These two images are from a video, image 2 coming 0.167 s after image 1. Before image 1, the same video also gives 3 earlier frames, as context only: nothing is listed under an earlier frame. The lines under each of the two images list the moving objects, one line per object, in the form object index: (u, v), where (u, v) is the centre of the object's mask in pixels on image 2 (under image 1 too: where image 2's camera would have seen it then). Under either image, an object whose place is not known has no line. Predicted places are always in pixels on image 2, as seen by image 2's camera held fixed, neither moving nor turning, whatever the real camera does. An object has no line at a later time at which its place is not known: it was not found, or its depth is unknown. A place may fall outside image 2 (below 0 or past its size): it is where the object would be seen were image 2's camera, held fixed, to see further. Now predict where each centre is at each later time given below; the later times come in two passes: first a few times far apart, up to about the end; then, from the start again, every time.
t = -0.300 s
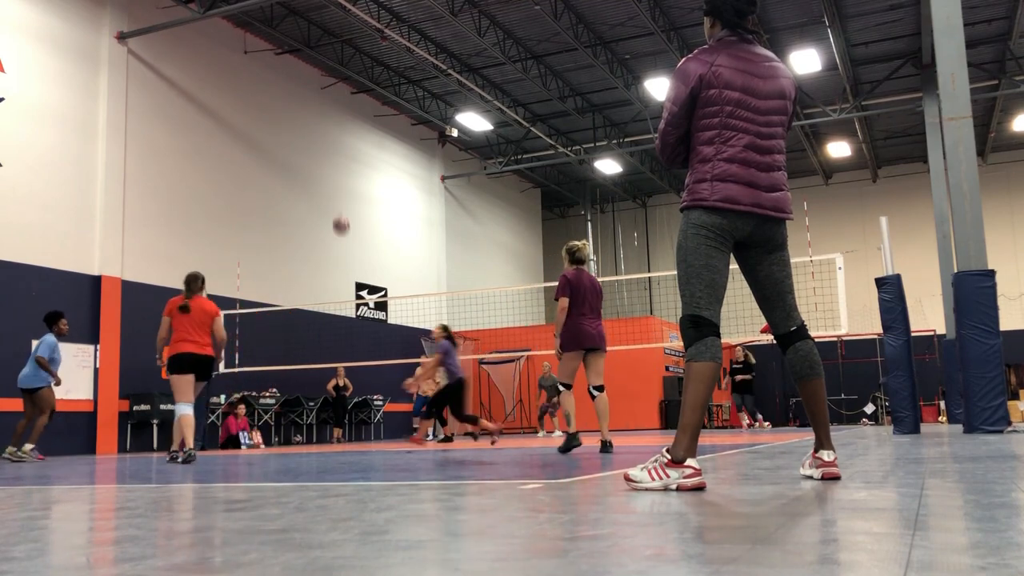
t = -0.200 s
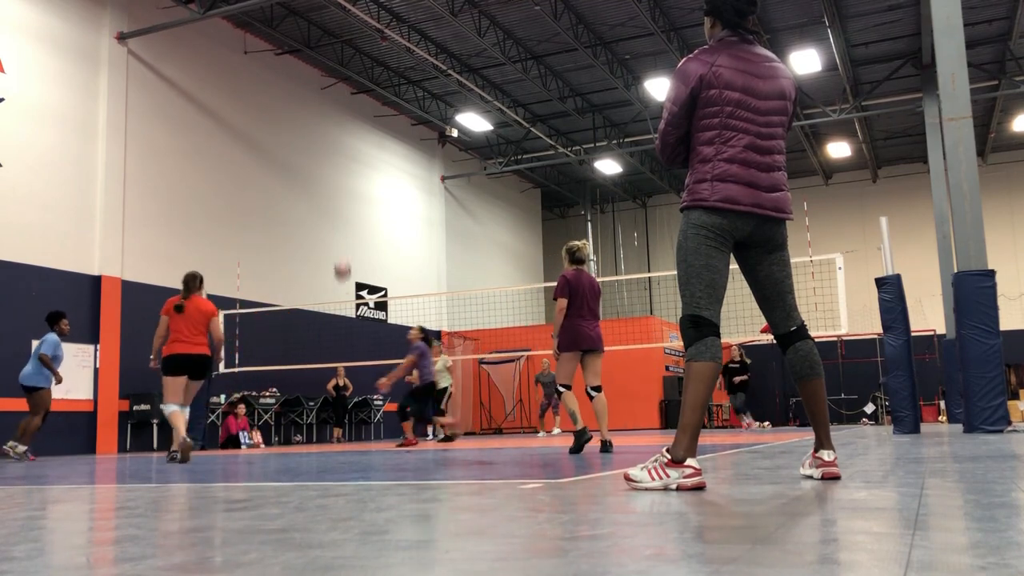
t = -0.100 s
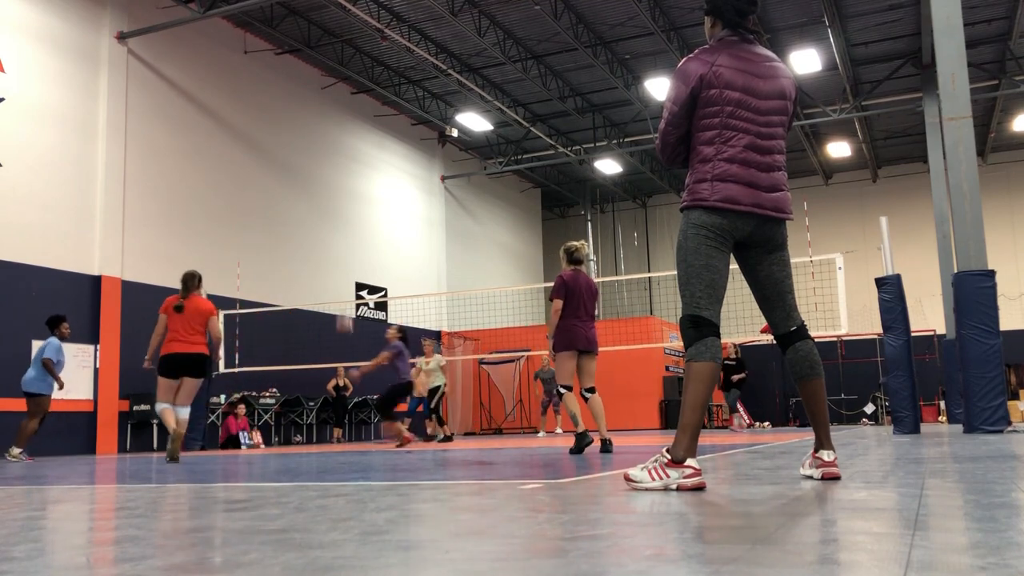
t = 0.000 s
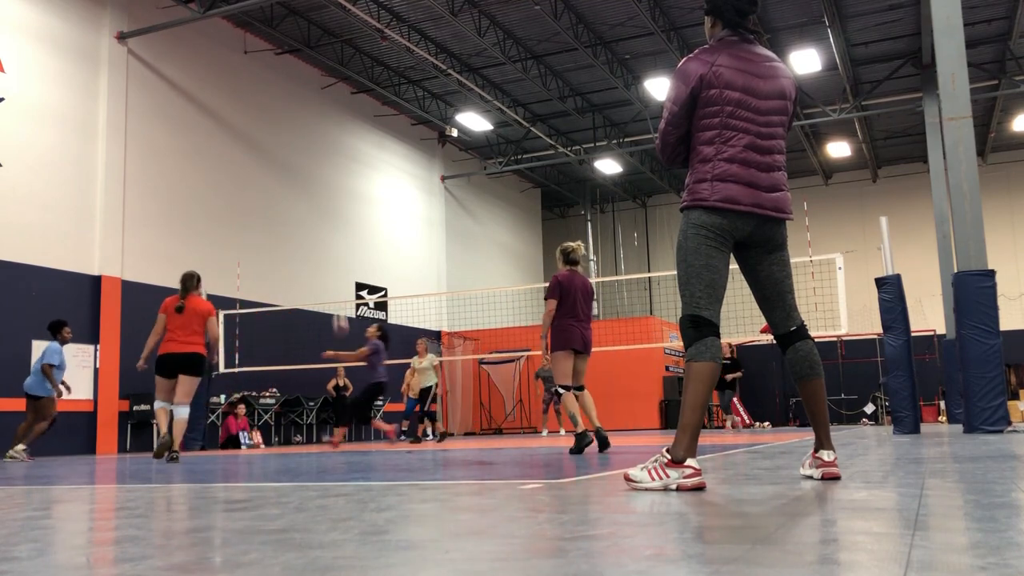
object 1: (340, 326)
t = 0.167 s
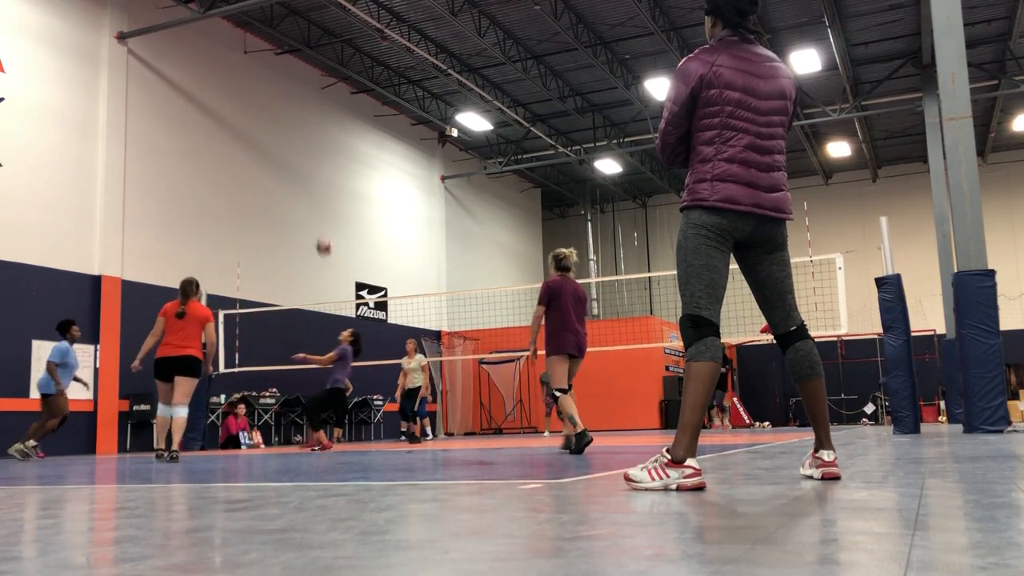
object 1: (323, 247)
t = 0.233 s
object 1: (317, 223)
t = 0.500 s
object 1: (294, 164)
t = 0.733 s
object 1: (275, 155)
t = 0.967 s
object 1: (257, 183)
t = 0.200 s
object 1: (320, 235)
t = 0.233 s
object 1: (317, 223)
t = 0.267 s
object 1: (314, 212)
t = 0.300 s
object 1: (311, 202)
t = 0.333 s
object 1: (308, 194)
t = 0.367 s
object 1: (305, 186)
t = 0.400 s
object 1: (302, 179)
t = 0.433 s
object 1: (299, 173)
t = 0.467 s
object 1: (297, 168)
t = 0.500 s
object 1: (294, 164)
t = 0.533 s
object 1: (291, 160)
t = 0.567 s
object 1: (288, 157)
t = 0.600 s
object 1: (286, 155)
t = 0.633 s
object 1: (282, 154)
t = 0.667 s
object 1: (280, 153)
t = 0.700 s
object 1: (278, 154)
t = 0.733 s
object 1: (275, 155)
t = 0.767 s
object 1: (272, 157)
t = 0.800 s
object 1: (270, 159)
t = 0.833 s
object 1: (268, 162)
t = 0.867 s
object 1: (265, 167)
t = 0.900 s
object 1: (263, 172)
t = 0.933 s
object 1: (261, 176)
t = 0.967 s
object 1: (257, 183)
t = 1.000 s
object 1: (256, 190)
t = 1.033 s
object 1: (253, 198)
